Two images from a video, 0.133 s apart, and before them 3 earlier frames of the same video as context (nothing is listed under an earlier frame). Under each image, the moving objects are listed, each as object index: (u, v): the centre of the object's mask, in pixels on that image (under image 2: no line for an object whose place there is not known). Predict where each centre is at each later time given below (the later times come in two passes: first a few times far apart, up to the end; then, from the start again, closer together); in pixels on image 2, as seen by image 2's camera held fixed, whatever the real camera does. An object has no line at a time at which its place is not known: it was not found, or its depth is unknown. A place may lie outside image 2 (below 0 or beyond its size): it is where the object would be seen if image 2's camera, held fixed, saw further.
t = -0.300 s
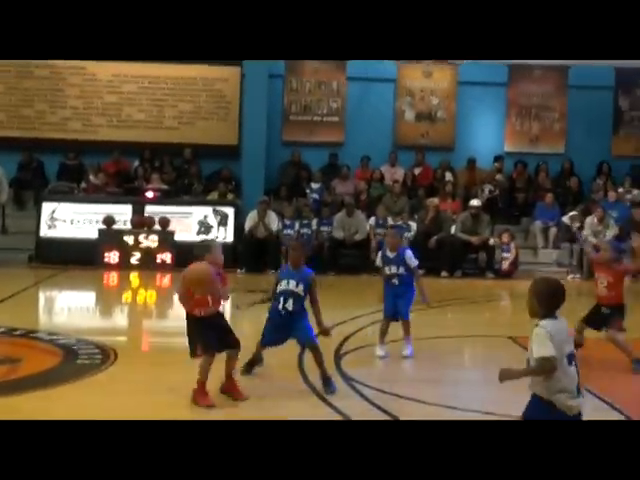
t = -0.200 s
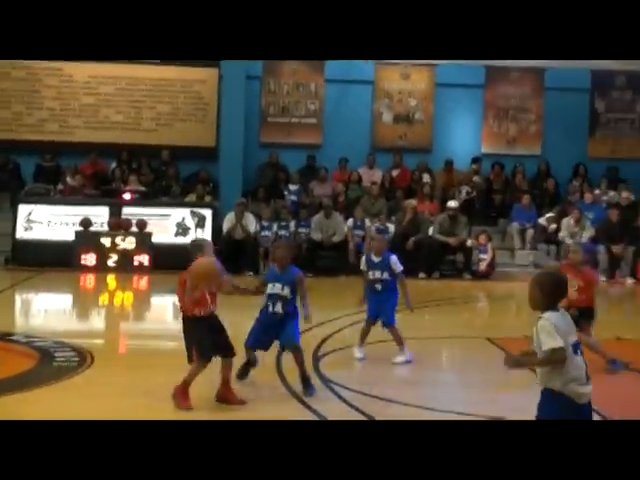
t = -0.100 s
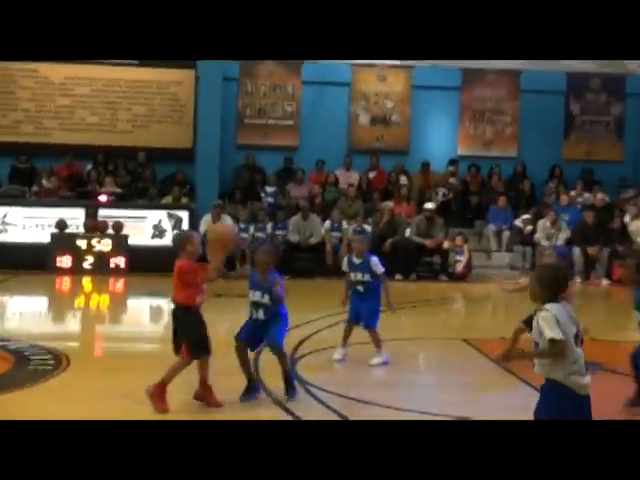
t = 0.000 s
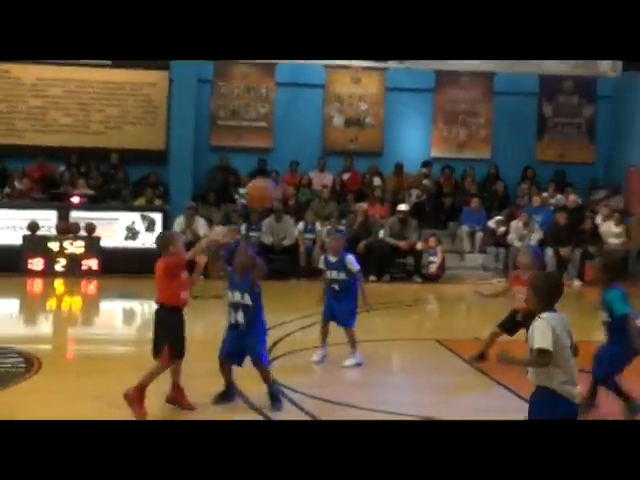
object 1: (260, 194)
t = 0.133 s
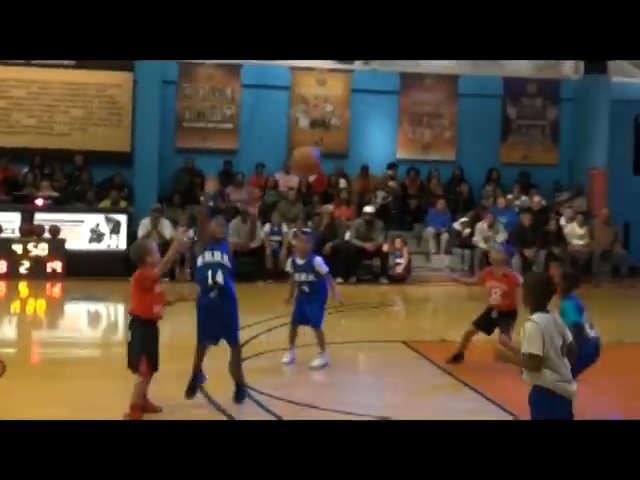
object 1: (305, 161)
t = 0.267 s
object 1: (375, 154)
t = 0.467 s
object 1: (463, 184)
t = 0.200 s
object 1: (340, 154)
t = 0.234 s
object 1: (358, 153)
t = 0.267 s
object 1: (375, 154)
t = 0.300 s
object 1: (391, 155)
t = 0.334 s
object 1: (406, 157)
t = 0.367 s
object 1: (421, 162)
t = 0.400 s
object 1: (436, 169)
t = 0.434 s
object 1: (450, 175)
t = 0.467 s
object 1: (463, 184)
